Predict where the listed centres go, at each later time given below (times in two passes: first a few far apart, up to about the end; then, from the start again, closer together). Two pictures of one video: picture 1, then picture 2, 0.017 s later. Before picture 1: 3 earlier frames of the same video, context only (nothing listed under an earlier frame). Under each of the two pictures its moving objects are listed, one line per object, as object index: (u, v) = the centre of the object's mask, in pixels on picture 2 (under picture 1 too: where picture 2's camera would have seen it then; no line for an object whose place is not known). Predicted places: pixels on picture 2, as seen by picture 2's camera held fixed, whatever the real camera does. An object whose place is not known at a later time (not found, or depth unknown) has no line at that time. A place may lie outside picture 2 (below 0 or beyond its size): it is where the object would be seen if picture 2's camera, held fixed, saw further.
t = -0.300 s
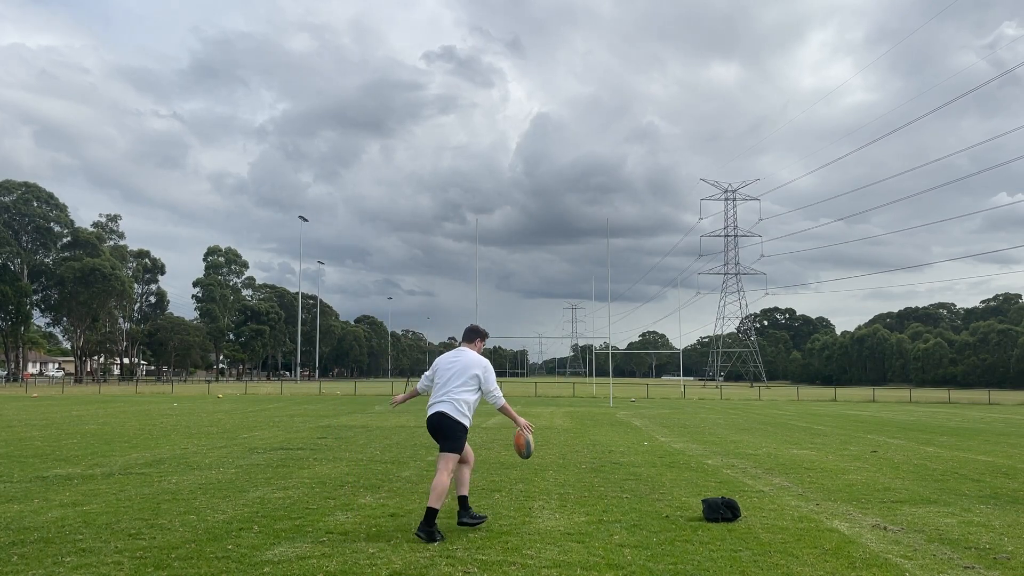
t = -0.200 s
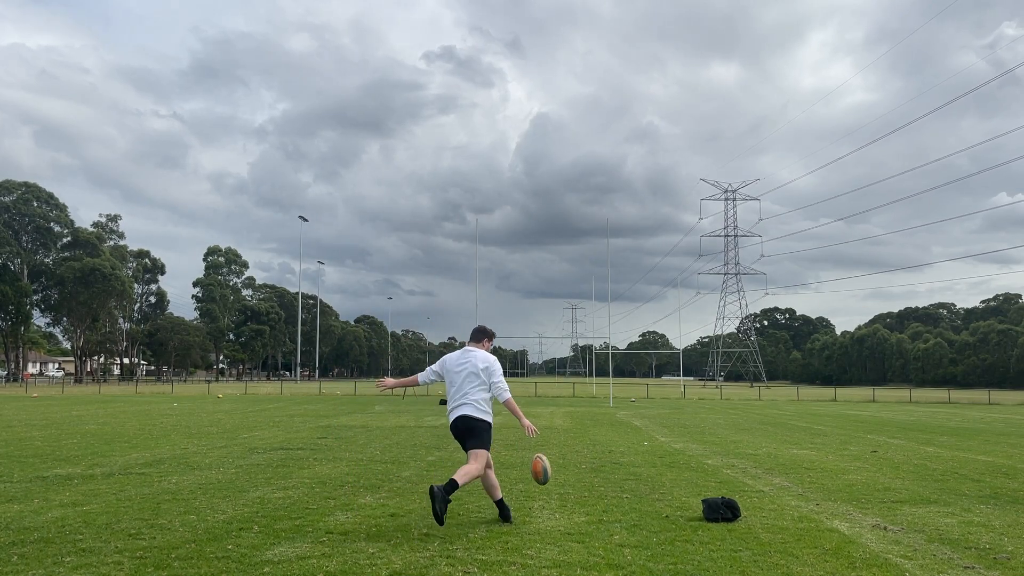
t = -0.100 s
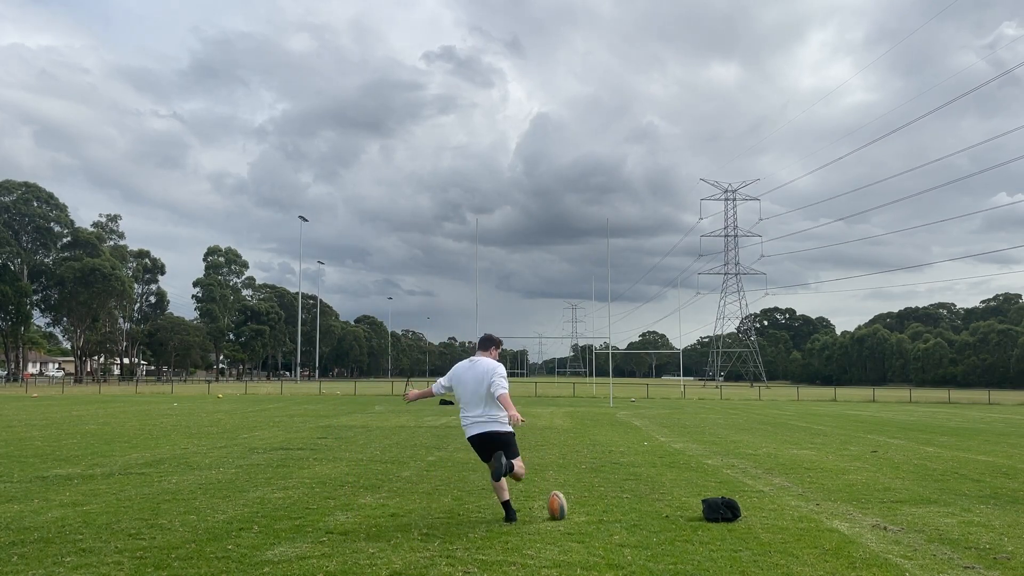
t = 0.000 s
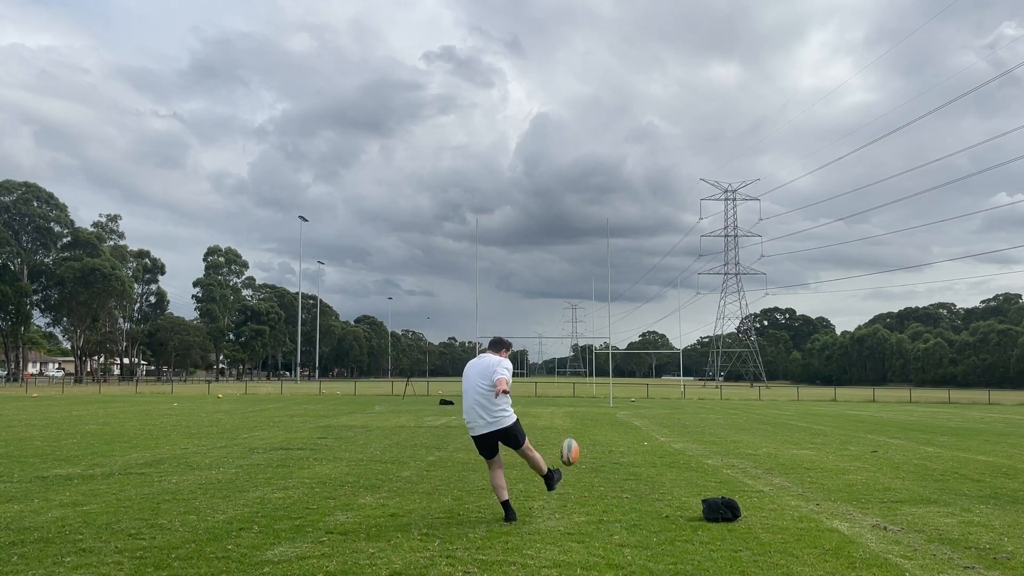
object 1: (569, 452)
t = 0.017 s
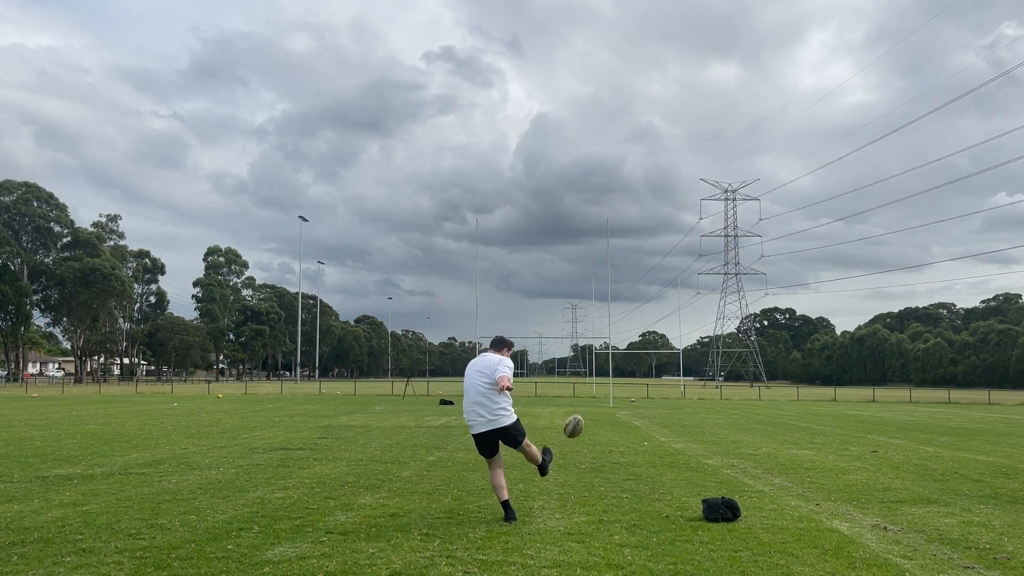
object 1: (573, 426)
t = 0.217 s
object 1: (614, 226)
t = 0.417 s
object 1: (639, 128)
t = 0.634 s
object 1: (658, 75)
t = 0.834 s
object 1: (672, 55)
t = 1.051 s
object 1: (684, 54)
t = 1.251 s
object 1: (693, 66)
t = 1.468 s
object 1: (701, 89)
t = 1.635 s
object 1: (706, 114)
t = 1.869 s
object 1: (713, 155)
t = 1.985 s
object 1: (715, 179)
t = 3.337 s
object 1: (735, 364)
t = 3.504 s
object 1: (738, 360)
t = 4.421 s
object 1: (757, 398)
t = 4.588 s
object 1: (761, 397)
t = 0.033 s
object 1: (578, 403)
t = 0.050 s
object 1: (582, 380)
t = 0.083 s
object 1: (590, 341)
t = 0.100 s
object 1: (592, 324)
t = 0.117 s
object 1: (596, 307)
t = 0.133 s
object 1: (599, 291)
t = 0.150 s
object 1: (603, 276)
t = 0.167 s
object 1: (605, 263)
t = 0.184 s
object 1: (608, 250)
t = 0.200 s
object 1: (611, 237)
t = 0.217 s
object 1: (614, 226)
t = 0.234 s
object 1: (616, 215)
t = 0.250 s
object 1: (618, 205)
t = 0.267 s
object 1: (621, 195)
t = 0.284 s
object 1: (623, 186)
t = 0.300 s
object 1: (626, 177)
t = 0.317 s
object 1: (628, 169)
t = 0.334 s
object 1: (630, 161)
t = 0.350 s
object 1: (632, 154)
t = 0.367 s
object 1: (634, 147)
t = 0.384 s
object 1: (636, 140)
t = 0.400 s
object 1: (637, 134)
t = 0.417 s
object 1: (639, 128)
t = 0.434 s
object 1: (641, 123)
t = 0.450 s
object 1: (642, 117)
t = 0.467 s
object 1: (644, 112)
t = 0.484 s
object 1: (646, 107)
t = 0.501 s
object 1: (647, 103)
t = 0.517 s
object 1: (649, 99)
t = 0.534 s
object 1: (650, 94)
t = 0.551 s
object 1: (652, 91)
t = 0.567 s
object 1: (653, 87)
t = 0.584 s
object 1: (654, 84)
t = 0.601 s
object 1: (656, 81)
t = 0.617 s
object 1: (657, 78)
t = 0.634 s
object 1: (658, 75)
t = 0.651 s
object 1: (659, 73)
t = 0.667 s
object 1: (661, 71)
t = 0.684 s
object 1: (662, 68)
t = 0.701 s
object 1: (663, 66)
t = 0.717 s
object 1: (664, 64)
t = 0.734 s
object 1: (665, 63)
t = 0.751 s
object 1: (666, 61)
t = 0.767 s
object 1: (668, 60)
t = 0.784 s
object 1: (669, 58)
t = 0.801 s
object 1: (670, 57)
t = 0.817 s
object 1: (671, 56)
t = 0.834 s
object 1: (672, 55)
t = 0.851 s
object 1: (673, 54)
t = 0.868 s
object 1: (674, 54)
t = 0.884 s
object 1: (675, 53)
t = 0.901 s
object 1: (676, 53)
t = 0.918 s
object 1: (677, 53)
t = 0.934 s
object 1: (678, 52)
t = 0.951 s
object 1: (679, 52)
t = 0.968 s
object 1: (680, 52)
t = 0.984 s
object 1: (680, 53)
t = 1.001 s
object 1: (681, 53)
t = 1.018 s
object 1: (682, 53)
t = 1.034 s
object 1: (683, 53)
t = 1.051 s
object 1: (684, 54)
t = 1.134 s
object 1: (688, 57)
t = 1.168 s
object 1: (689, 59)
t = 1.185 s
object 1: (690, 60)
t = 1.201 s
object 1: (691, 62)
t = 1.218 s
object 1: (692, 63)
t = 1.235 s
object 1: (692, 64)
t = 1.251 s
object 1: (693, 66)
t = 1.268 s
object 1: (694, 67)
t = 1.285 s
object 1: (694, 68)
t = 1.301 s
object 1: (695, 70)
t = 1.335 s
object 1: (696, 73)
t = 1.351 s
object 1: (697, 75)
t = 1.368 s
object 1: (698, 77)
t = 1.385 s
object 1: (698, 79)
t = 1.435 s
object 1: (700, 85)
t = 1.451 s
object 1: (701, 87)
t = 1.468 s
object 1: (701, 89)
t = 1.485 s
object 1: (702, 91)
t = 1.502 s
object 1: (702, 94)
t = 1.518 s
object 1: (703, 96)
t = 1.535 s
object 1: (703, 98)
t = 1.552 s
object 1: (704, 101)
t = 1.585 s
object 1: (705, 106)
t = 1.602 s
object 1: (705, 108)
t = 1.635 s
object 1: (706, 114)
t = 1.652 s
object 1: (707, 116)
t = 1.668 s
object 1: (707, 119)
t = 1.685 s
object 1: (708, 122)
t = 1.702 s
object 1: (708, 125)
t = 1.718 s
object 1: (709, 128)
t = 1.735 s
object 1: (709, 131)
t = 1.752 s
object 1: (710, 134)
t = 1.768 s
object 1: (710, 137)
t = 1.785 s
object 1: (711, 140)
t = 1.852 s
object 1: (712, 152)
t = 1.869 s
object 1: (713, 155)
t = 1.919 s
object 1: (714, 166)
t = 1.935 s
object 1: (714, 169)
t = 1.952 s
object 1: (715, 172)
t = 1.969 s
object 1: (715, 176)
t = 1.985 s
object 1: (715, 179)
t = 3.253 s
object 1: (733, 369)
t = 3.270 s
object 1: (733, 368)
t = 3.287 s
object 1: (734, 367)
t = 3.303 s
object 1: (734, 366)
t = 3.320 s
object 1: (735, 365)
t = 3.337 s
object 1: (735, 364)
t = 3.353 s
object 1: (735, 364)
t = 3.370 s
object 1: (736, 363)
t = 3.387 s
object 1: (736, 363)
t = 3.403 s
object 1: (736, 362)
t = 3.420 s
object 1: (737, 362)
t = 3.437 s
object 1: (737, 361)
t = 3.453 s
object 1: (737, 361)
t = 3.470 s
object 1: (737, 360)
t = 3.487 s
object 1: (738, 360)
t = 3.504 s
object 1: (738, 360)
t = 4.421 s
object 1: (757, 398)
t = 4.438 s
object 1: (758, 397)
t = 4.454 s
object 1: (758, 397)
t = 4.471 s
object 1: (758, 397)
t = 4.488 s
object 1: (759, 397)
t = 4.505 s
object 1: (759, 397)
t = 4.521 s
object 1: (759, 397)
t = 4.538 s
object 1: (760, 397)
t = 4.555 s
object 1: (760, 397)
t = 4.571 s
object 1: (760, 397)
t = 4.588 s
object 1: (761, 397)
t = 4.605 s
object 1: (761, 397)
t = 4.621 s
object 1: (761, 397)
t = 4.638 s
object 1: (762, 397)
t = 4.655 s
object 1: (762, 398)
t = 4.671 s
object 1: (762, 398)
